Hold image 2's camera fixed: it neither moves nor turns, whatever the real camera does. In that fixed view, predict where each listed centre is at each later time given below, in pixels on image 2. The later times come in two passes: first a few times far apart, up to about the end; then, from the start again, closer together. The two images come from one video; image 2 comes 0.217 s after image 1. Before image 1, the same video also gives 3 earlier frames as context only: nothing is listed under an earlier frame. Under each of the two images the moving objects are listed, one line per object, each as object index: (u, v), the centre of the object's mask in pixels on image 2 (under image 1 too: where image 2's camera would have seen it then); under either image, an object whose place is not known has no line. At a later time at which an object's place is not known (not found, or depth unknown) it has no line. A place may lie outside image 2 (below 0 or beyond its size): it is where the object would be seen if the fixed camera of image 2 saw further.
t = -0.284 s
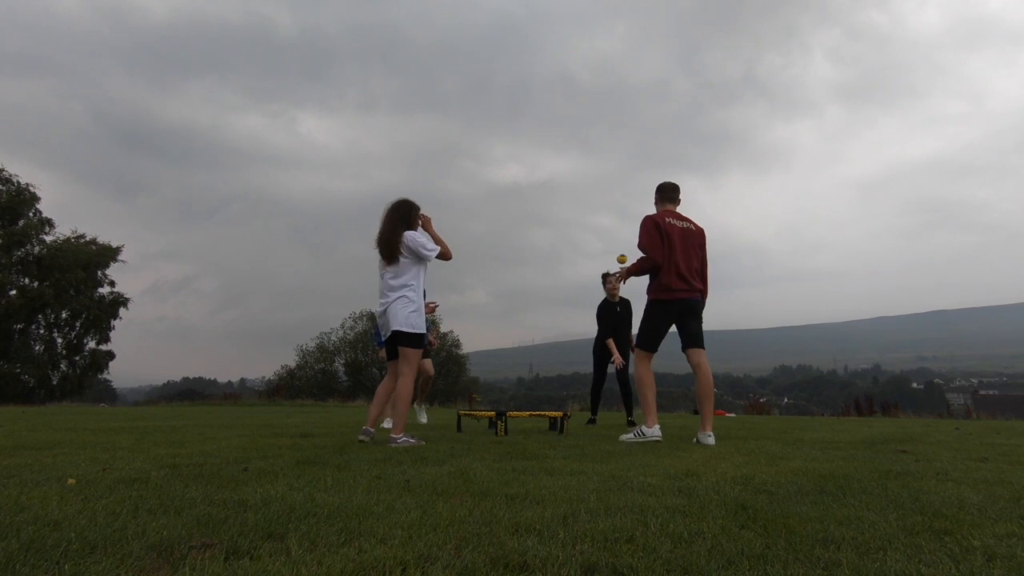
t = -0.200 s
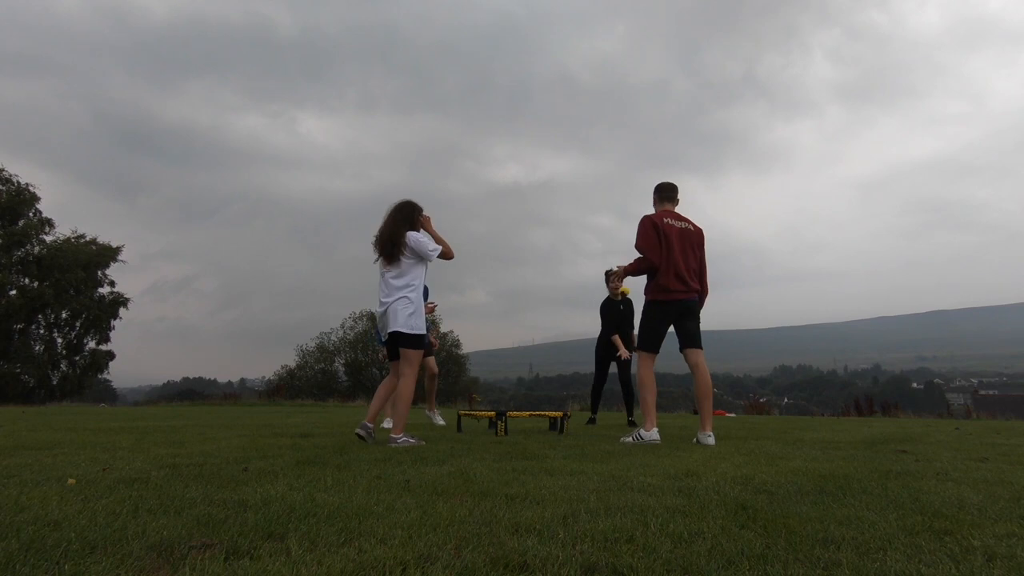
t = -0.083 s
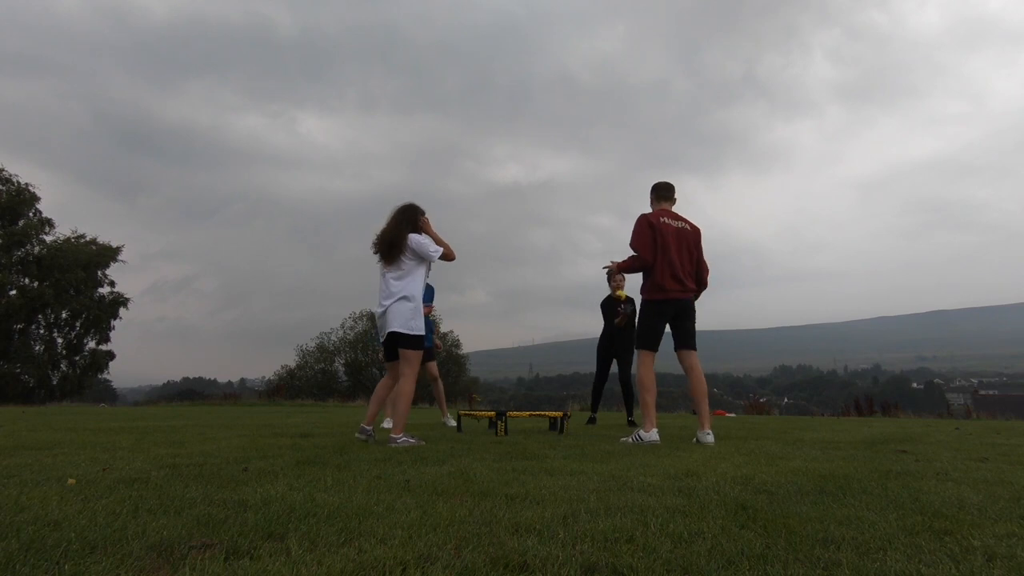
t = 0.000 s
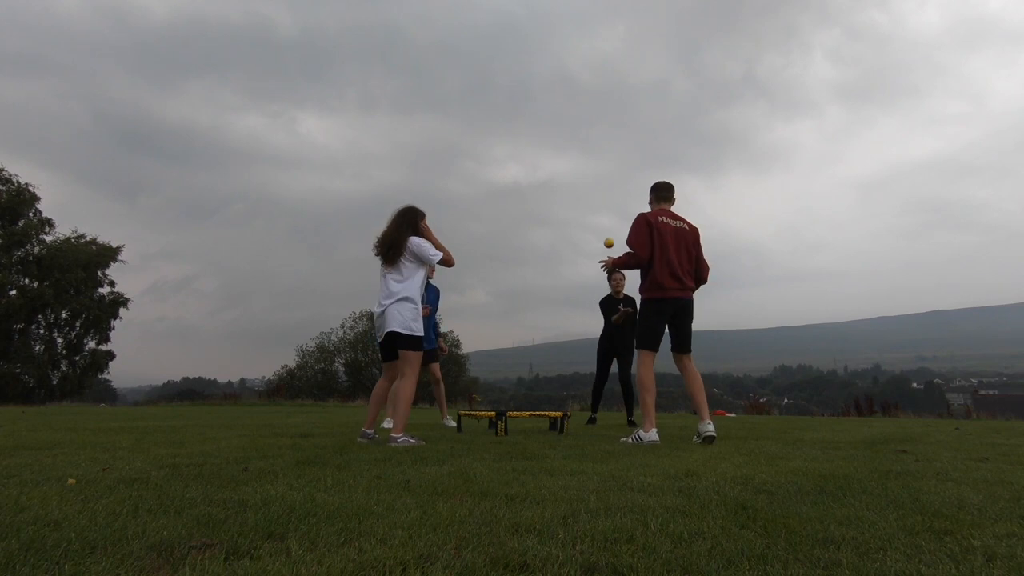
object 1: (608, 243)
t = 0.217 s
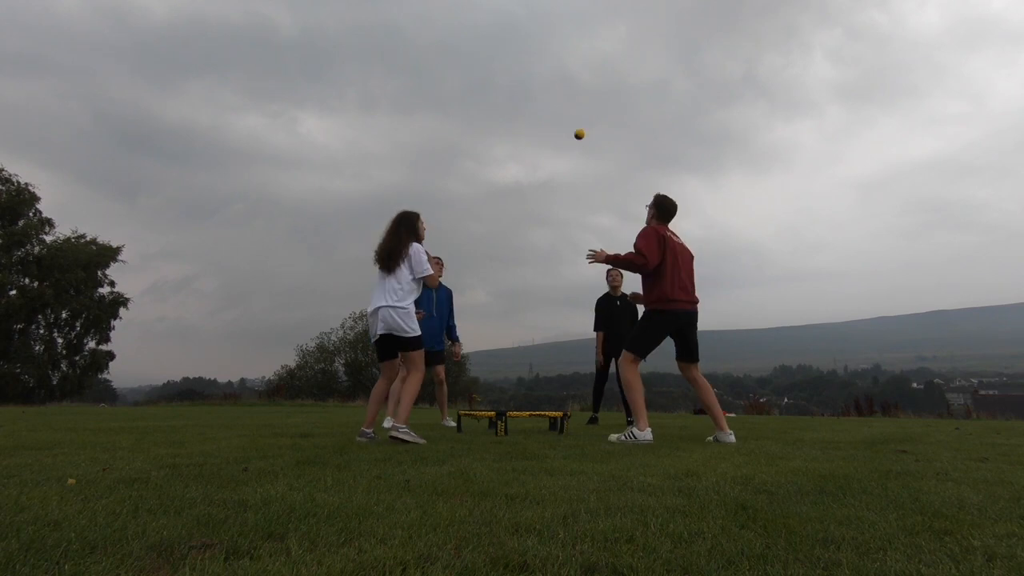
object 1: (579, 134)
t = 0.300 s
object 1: (567, 102)
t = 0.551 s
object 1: (526, 44)
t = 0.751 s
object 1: (488, 44)
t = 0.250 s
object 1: (575, 121)
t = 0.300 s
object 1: (567, 102)
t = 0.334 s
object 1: (562, 92)
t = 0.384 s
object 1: (554, 77)
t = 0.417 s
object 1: (549, 68)
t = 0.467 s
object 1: (541, 57)
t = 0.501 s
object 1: (535, 51)
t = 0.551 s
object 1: (526, 44)
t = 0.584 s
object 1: (520, 41)
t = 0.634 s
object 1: (511, 39)
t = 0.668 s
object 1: (505, 38)
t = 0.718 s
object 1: (495, 41)
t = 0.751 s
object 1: (488, 44)
